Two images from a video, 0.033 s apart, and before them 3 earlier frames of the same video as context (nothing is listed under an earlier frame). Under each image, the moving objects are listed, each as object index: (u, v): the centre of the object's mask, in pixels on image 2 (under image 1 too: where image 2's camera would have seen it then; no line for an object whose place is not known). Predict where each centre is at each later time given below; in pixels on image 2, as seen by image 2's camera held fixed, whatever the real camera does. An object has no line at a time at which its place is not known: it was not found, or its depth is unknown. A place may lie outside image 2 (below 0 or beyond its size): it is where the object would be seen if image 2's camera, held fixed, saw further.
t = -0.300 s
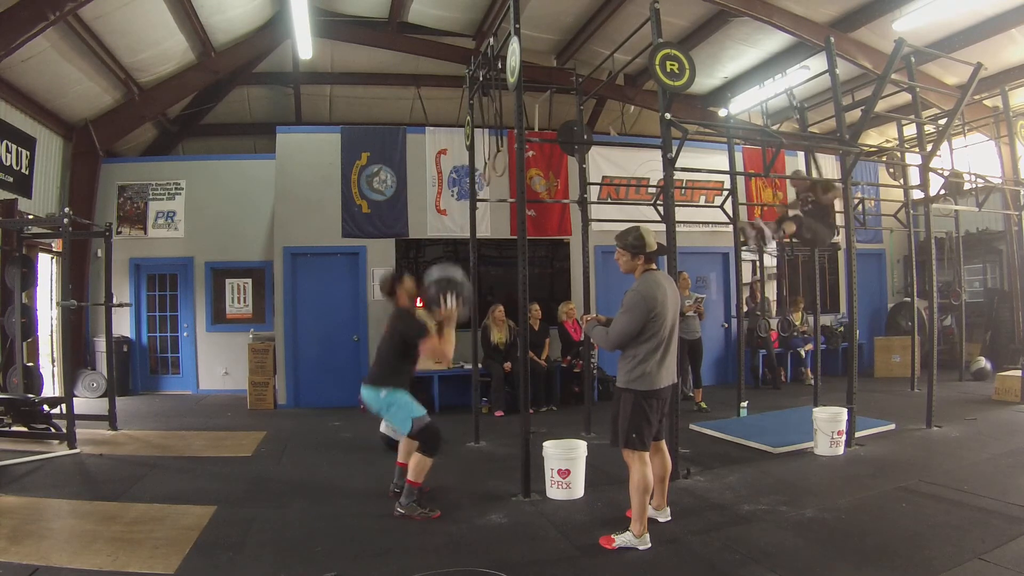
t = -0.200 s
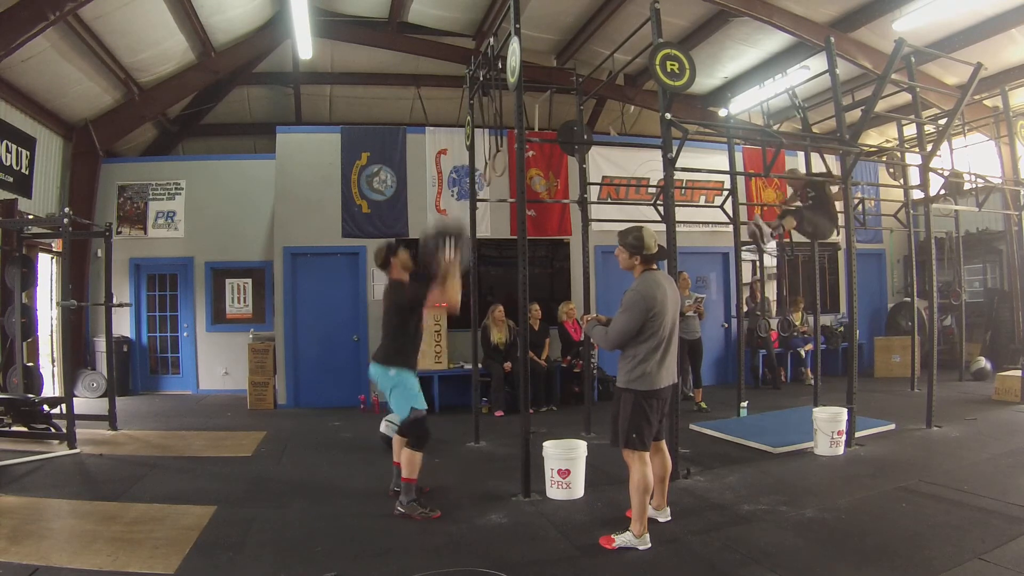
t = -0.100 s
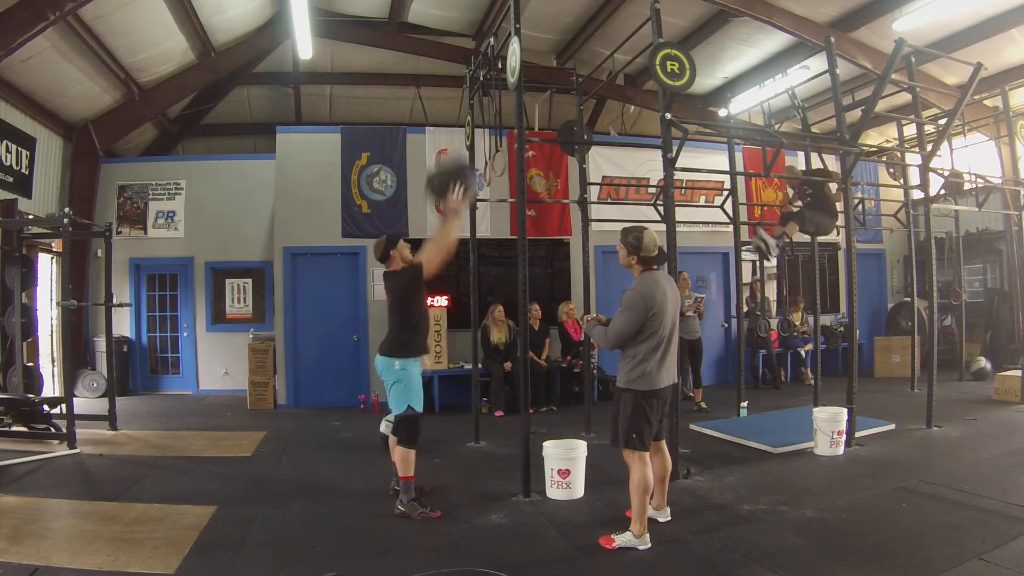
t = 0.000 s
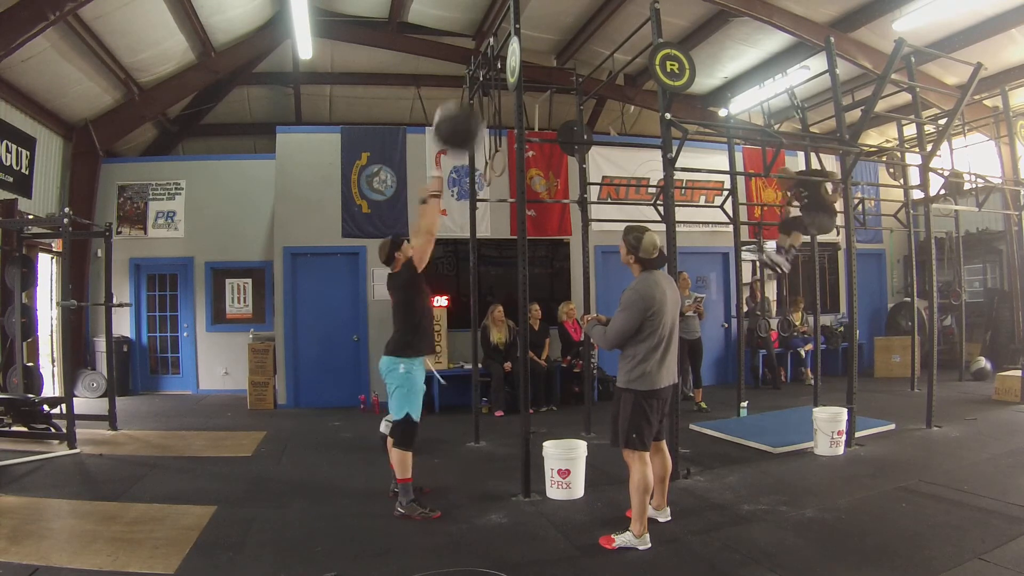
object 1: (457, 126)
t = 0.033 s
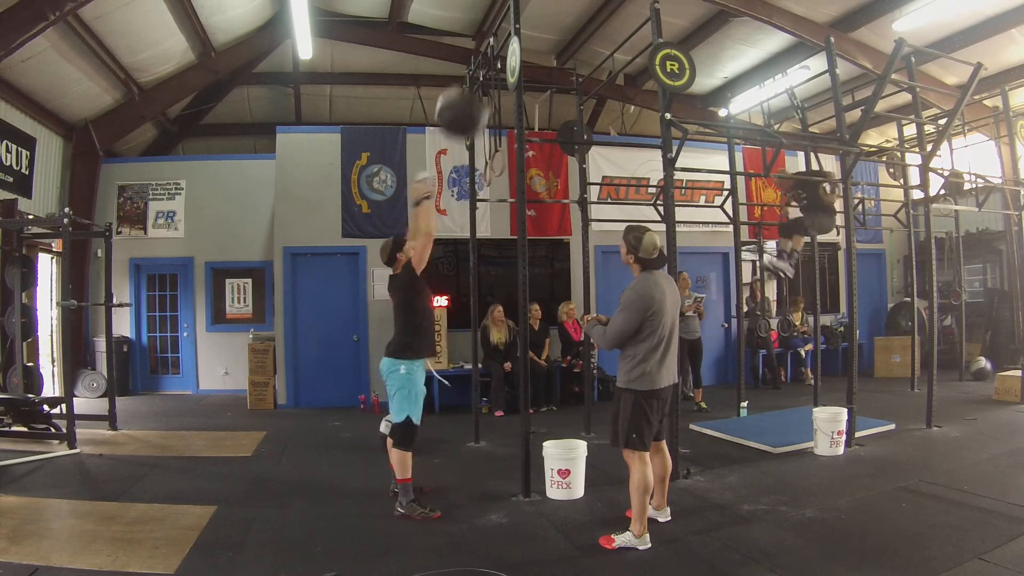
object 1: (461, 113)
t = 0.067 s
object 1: (464, 100)
